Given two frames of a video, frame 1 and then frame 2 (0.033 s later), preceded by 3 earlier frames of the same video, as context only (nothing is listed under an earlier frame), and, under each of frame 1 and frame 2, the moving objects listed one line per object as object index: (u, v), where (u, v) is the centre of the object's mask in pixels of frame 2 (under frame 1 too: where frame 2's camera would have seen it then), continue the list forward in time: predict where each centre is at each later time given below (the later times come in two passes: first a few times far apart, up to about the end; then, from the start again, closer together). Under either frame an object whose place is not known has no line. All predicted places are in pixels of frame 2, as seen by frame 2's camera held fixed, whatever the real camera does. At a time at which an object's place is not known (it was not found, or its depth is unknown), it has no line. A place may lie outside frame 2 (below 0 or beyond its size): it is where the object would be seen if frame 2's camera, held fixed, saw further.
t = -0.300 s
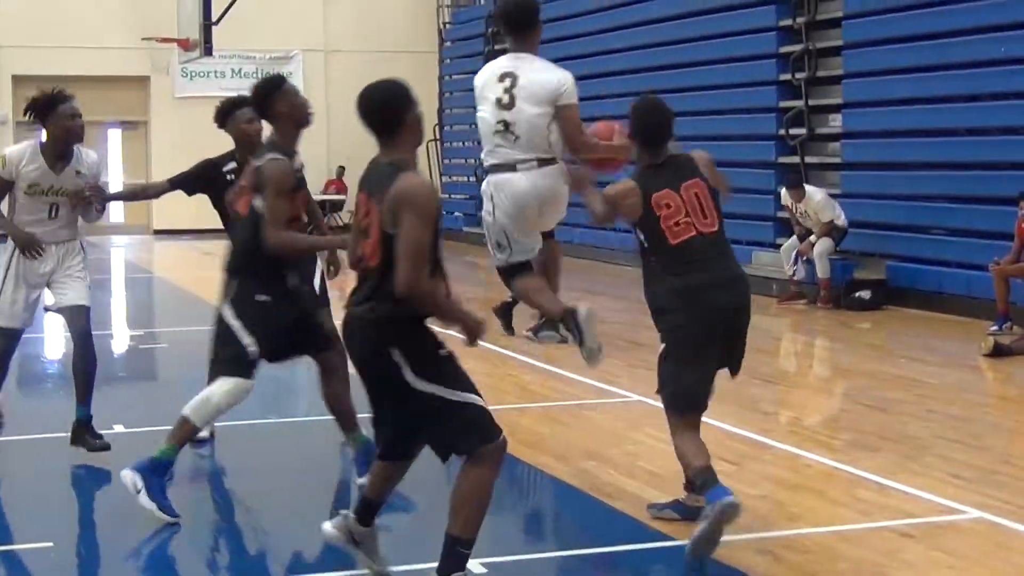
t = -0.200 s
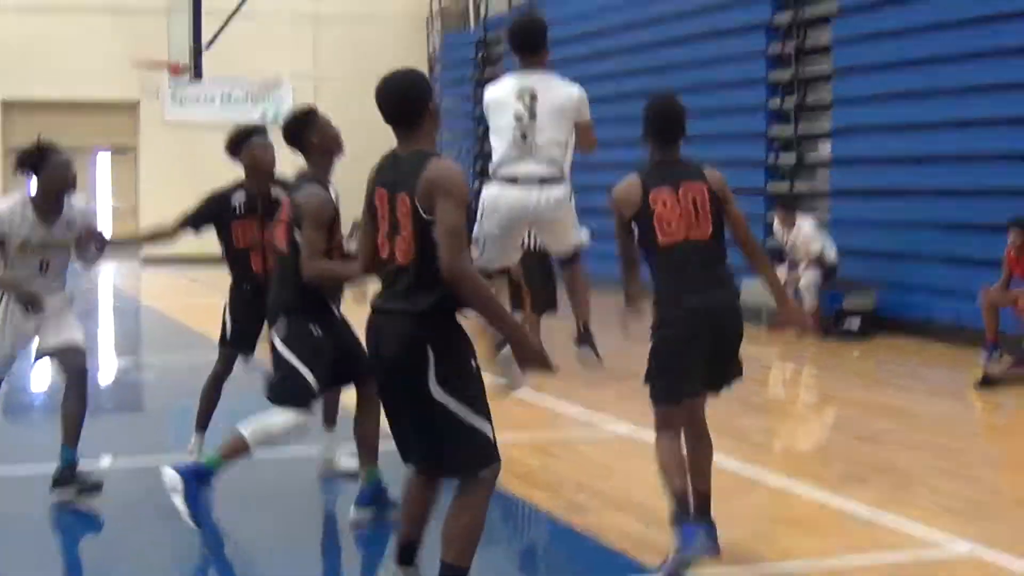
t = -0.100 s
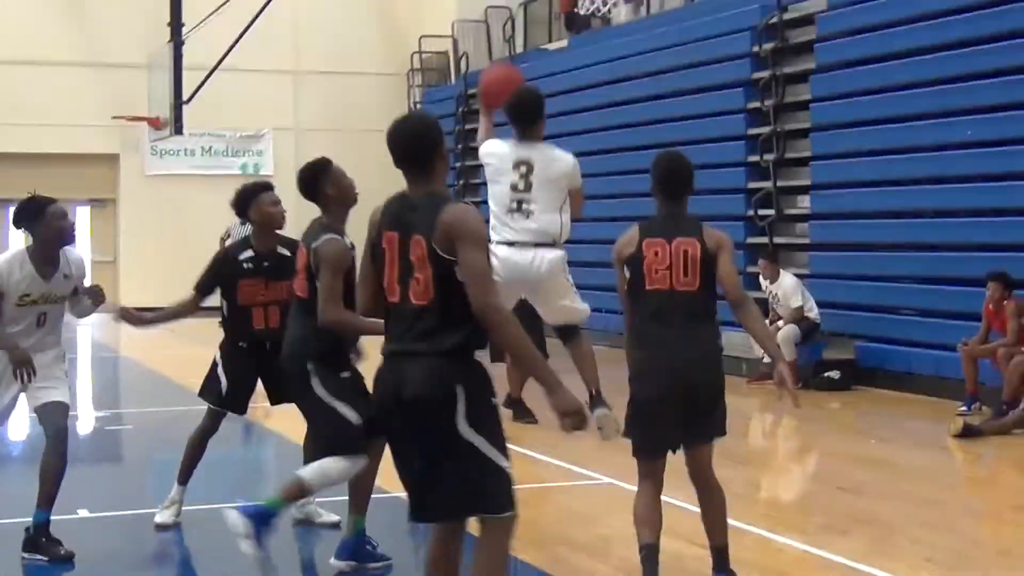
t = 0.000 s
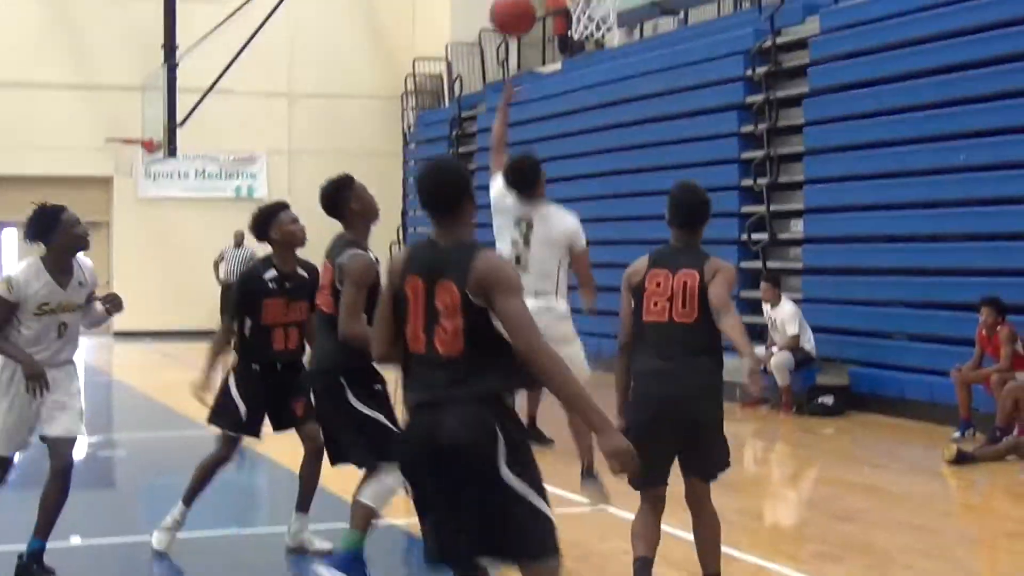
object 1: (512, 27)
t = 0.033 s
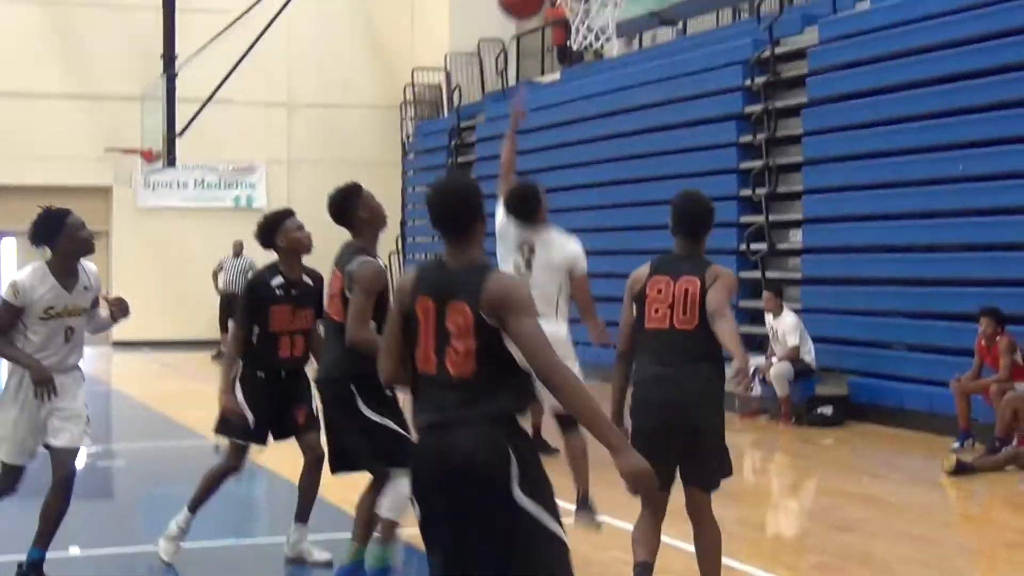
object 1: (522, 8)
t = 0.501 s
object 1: (603, -158)
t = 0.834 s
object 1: (571, 12)
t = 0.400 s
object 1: (613, -164)
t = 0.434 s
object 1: (610, -170)
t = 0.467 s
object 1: (607, -166)
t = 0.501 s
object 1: (603, -158)
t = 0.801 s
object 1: (574, 4)
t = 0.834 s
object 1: (571, 12)
